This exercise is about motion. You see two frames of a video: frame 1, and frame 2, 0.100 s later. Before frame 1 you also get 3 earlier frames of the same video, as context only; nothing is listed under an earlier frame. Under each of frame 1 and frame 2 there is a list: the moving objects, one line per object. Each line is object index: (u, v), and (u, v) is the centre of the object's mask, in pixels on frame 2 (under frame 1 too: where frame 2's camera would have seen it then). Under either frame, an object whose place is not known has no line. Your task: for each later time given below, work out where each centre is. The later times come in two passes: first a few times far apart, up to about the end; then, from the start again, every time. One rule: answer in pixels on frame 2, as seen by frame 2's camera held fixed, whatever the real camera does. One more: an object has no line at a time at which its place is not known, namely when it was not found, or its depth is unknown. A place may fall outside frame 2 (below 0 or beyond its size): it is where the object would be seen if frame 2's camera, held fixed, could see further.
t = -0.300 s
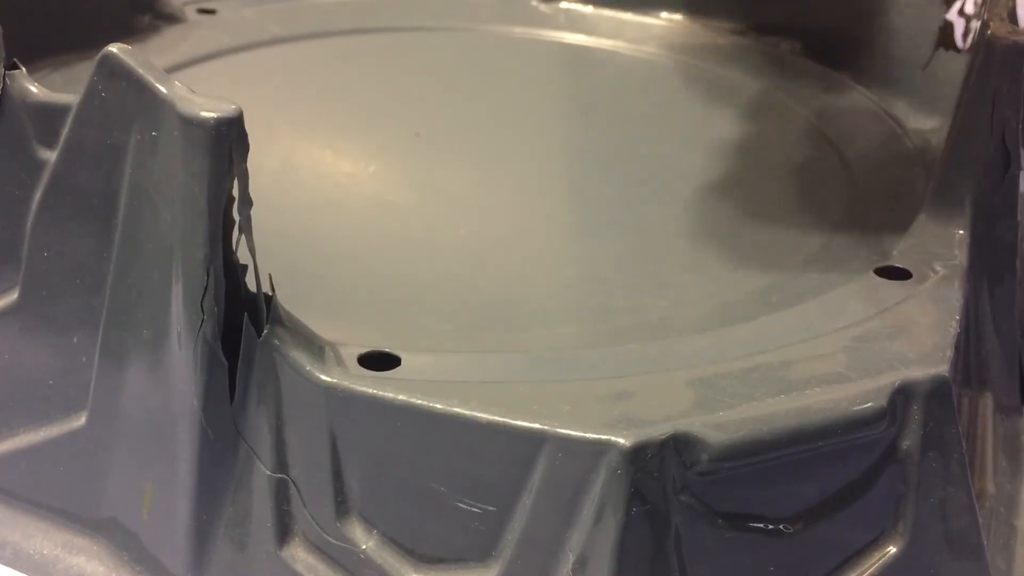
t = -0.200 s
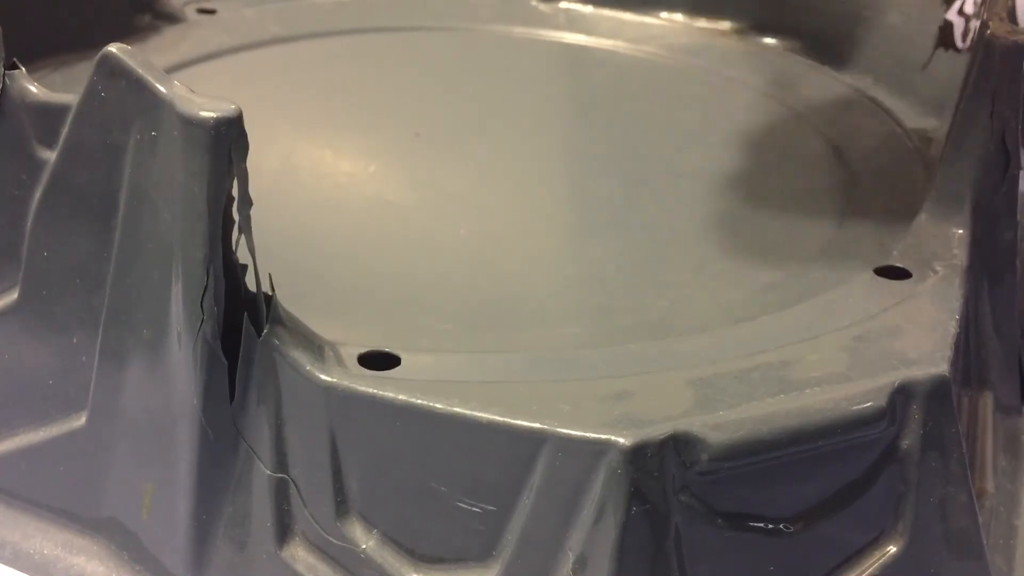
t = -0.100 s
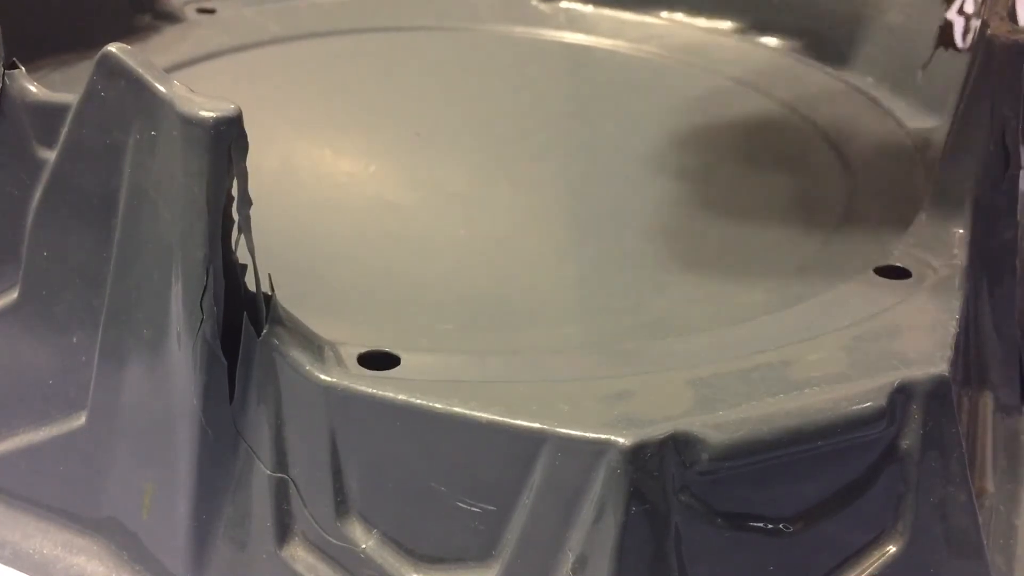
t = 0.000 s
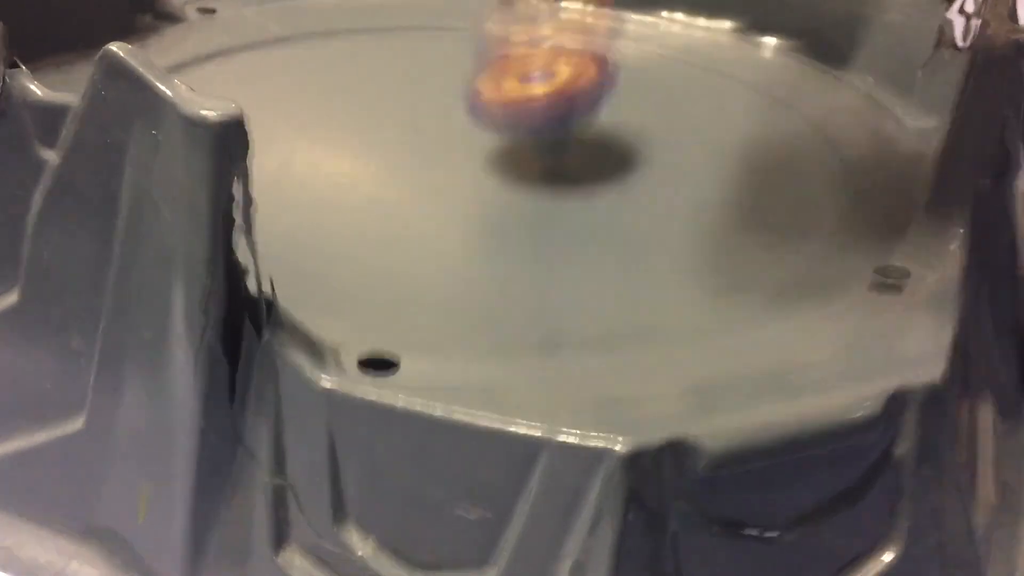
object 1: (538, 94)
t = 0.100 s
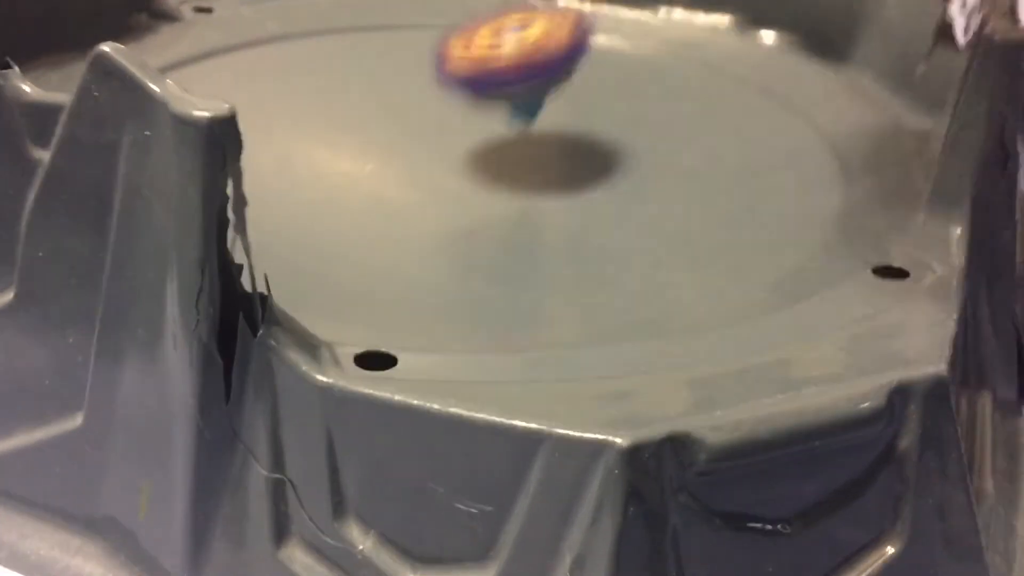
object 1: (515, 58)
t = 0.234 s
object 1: (475, 128)
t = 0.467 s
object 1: (496, 219)
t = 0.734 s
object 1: (710, 191)
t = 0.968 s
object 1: (572, 145)
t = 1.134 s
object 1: (307, 130)
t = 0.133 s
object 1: (499, 102)
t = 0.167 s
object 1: (490, 96)
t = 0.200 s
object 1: (483, 111)
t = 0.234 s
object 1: (475, 128)
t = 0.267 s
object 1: (470, 147)
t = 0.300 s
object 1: (464, 158)
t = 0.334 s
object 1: (461, 170)
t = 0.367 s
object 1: (461, 183)
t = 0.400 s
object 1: (466, 196)
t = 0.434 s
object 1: (477, 208)
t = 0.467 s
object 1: (496, 219)
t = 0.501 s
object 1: (523, 228)
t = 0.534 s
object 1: (559, 237)
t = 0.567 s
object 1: (594, 229)
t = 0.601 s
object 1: (623, 226)
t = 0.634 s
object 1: (648, 219)
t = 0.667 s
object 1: (670, 210)
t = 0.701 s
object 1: (692, 200)
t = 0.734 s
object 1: (710, 191)
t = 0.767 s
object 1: (726, 182)
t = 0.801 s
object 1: (730, 173)
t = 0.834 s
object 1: (720, 165)
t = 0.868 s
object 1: (698, 157)
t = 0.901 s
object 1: (664, 151)
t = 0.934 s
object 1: (622, 146)
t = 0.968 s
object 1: (572, 145)
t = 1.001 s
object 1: (518, 143)
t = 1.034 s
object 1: (462, 140)
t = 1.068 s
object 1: (406, 136)
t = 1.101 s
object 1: (351, 131)
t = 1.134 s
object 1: (307, 130)
